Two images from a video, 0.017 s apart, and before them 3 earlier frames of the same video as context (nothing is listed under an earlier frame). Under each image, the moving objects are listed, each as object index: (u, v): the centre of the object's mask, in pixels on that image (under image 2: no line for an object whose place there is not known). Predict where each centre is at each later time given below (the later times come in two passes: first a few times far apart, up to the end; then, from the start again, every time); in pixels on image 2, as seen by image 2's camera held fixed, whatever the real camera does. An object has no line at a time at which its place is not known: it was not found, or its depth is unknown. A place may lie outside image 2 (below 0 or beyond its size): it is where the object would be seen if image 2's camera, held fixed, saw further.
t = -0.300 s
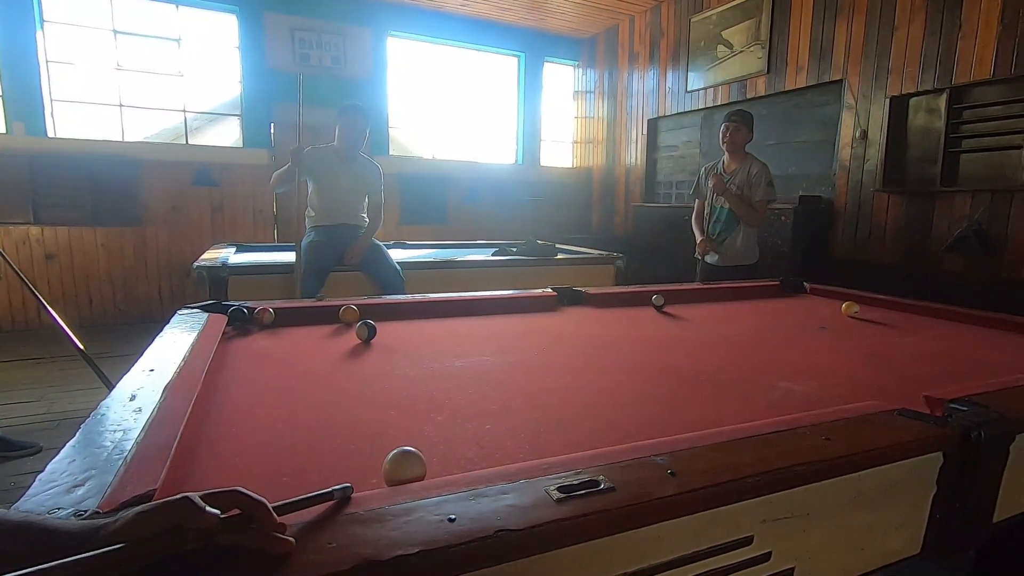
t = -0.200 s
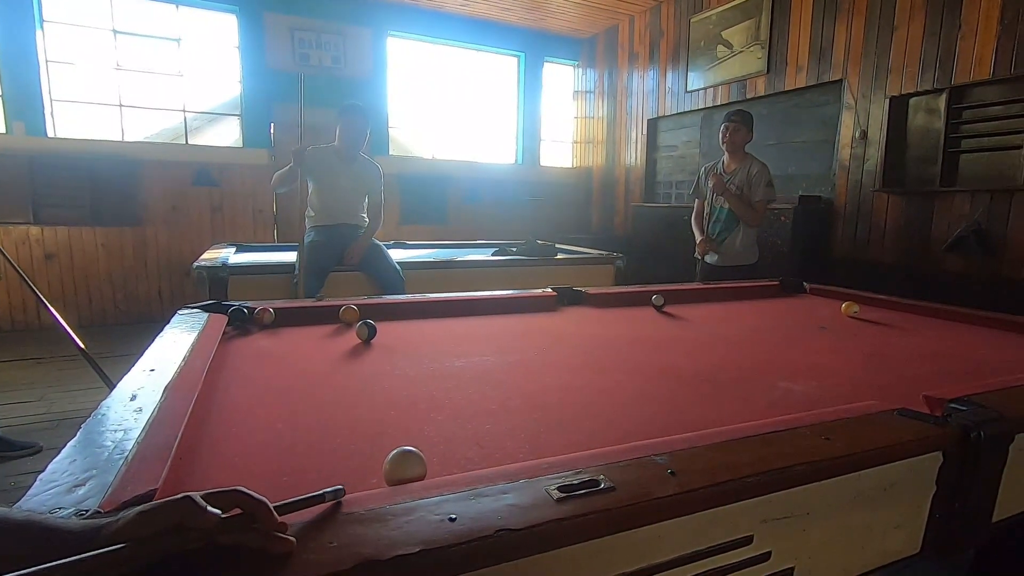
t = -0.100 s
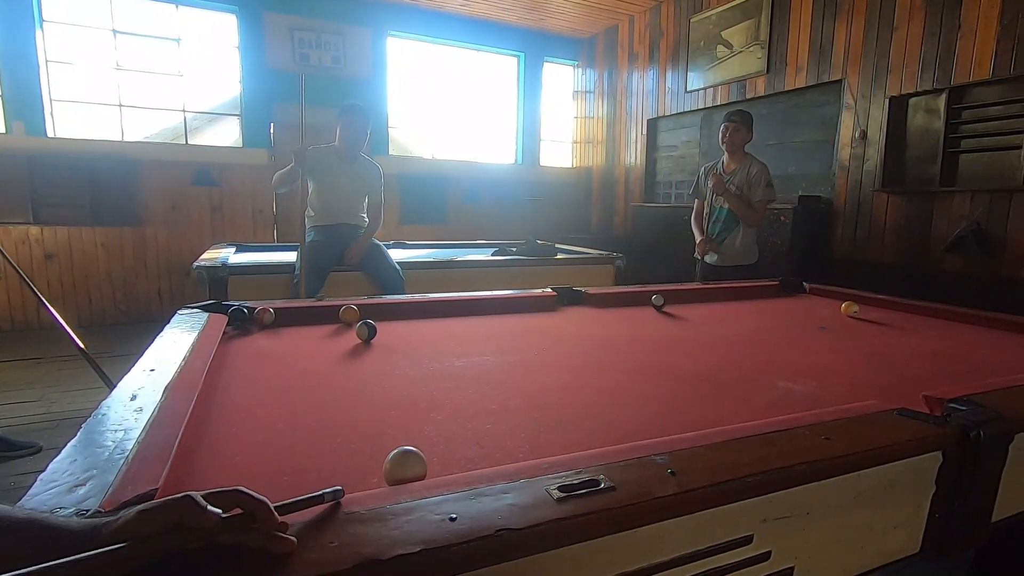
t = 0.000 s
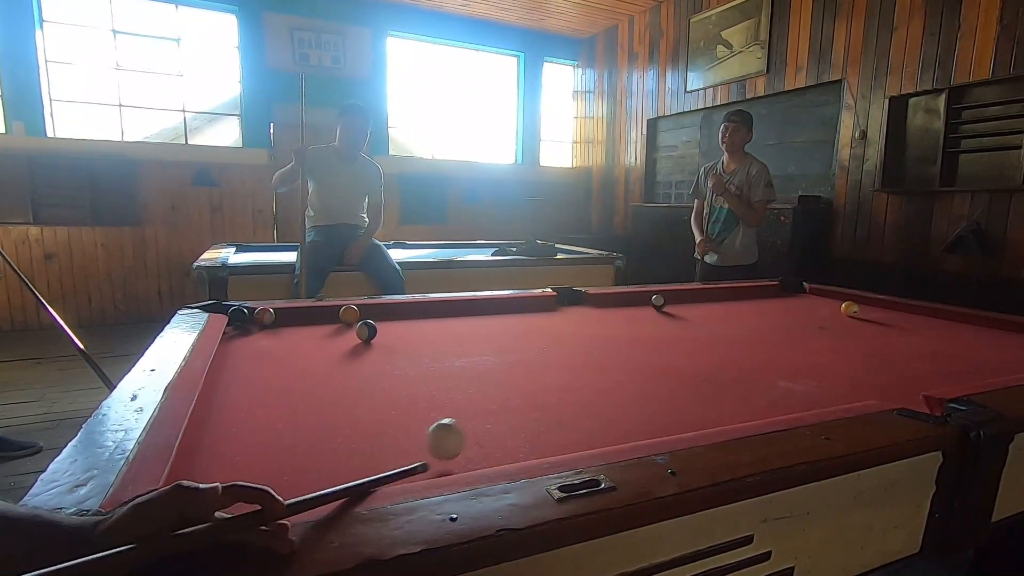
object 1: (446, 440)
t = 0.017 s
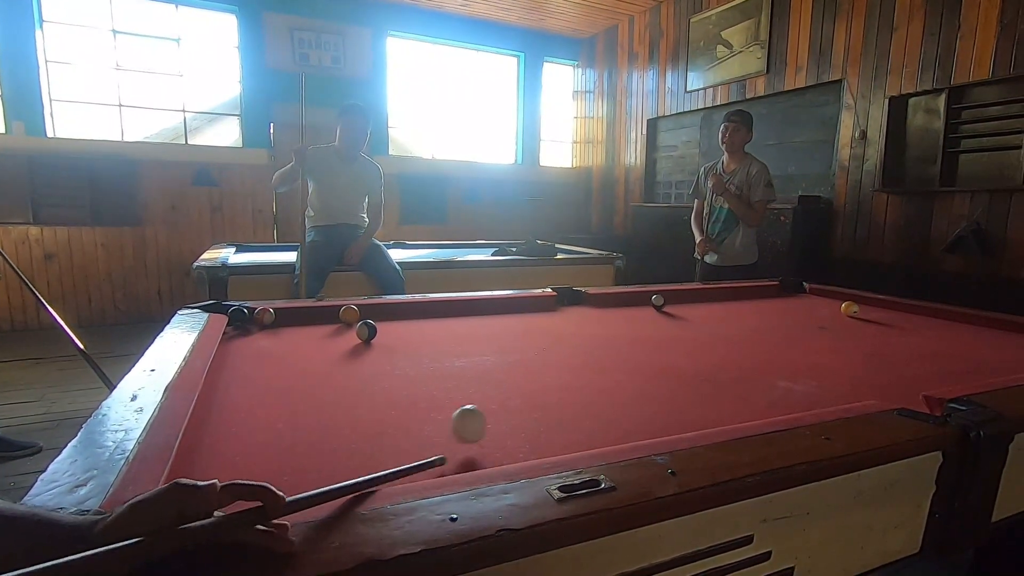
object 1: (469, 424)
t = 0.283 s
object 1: (636, 326)
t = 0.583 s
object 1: (713, 295)
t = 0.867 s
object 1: (807, 290)
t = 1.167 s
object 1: (818, 302)
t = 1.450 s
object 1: (825, 318)
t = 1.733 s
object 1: (833, 340)
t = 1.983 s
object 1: (842, 367)
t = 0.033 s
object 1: (489, 412)
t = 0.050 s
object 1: (507, 403)
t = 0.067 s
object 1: (522, 396)
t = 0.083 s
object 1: (537, 386)
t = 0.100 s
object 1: (550, 378)
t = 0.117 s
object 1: (562, 372)
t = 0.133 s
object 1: (572, 365)
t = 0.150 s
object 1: (582, 360)
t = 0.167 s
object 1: (591, 354)
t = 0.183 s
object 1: (598, 349)
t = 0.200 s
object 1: (606, 345)
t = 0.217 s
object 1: (613, 340)
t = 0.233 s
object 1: (619, 336)
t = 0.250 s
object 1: (625, 333)
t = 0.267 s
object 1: (631, 330)
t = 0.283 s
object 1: (636, 326)
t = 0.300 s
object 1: (641, 323)
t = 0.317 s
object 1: (645, 320)
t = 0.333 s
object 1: (649, 318)
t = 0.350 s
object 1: (654, 316)
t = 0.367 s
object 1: (658, 313)
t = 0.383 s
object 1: (661, 311)
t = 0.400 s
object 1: (665, 309)
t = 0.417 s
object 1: (668, 307)
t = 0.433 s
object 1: (670, 305)
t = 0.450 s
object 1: (675, 304)
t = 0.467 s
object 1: (681, 303)
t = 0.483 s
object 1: (686, 301)
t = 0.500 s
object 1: (692, 301)
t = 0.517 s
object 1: (696, 299)
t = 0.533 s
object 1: (700, 298)
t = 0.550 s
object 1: (705, 297)
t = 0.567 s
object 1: (709, 296)
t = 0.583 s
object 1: (713, 295)
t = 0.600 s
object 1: (717, 295)
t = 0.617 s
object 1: (721, 293)
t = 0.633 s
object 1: (725, 292)
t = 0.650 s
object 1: (729, 291)
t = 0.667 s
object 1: (733, 291)
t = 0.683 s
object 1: (737, 290)
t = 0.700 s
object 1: (743, 290)
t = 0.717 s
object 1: (750, 290)
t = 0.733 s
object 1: (757, 290)
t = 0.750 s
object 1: (763, 290)
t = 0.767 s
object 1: (770, 290)
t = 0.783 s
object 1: (776, 290)
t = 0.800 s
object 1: (782, 290)
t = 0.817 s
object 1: (788, 290)
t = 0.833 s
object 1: (794, 290)
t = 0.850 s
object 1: (801, 290)
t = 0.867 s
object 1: (807, 290)
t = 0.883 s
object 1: (812, 290)
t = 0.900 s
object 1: (815, 290)
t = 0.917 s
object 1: (814, 291)
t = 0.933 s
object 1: (814, 292)
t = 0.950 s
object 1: (814, 292)
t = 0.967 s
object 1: (814, 293)
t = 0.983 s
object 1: (815, 294)
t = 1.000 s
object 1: (815, 294)
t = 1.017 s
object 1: (815, 295)
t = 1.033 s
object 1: (816, 296)
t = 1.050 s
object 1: (816, 296)
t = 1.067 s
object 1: (816, 297)
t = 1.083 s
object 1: (816, 298)
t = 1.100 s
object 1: (817, 299)
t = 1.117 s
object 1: (817, 300)
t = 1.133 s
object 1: (817, 301)
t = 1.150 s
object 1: (817, 301)
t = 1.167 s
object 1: (818, 302)
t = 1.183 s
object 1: (819, 303)
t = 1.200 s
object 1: (819, 304)
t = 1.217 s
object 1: (819, 304)
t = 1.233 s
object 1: (820, 305)
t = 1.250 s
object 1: (820, 306)
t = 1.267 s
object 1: (821, 307)
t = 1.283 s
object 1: (821, 308)
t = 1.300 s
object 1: (821, 309)
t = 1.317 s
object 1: (821, 310)
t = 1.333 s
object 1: (822, 311)
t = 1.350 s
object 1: (822, 312)
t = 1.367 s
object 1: (823, 313)
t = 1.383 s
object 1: (823, 314)
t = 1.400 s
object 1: (823, 315)
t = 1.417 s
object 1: (824, 316)
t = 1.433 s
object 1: (824, 317)
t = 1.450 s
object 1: (825, 318)
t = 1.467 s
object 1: (825, 319)
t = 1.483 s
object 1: (826, 321)
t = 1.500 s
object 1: (826, 322)
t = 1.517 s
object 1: (827, 323)
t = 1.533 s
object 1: (827, 324)
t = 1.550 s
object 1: (827, 326)
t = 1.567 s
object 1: (828, 327)
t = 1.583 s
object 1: (828, 328)
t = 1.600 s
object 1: (829, 329)
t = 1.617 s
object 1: (829, 330)
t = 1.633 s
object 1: (830, 332)
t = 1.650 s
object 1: (830, 333)
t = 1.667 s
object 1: (831, 334)
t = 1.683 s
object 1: (831, 336)
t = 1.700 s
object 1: (832, 337)
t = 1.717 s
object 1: (832, 338)
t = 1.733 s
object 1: (833, 340)
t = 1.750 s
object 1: (833, 342)
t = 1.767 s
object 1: (834, 343)
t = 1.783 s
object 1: (834, 344)
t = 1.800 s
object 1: (835, 346)
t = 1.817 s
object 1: (835, 348)
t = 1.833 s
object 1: (836, 350)
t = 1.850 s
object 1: (837, 352)
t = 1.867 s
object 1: (837, 353)
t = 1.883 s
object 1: (838, 355)
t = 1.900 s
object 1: (839, 357)
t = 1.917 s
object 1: (840, 359)
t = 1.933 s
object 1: (840, 361)
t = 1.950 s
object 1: (841, 363)
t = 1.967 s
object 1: (842, 364)
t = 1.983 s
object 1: (842, 367)
